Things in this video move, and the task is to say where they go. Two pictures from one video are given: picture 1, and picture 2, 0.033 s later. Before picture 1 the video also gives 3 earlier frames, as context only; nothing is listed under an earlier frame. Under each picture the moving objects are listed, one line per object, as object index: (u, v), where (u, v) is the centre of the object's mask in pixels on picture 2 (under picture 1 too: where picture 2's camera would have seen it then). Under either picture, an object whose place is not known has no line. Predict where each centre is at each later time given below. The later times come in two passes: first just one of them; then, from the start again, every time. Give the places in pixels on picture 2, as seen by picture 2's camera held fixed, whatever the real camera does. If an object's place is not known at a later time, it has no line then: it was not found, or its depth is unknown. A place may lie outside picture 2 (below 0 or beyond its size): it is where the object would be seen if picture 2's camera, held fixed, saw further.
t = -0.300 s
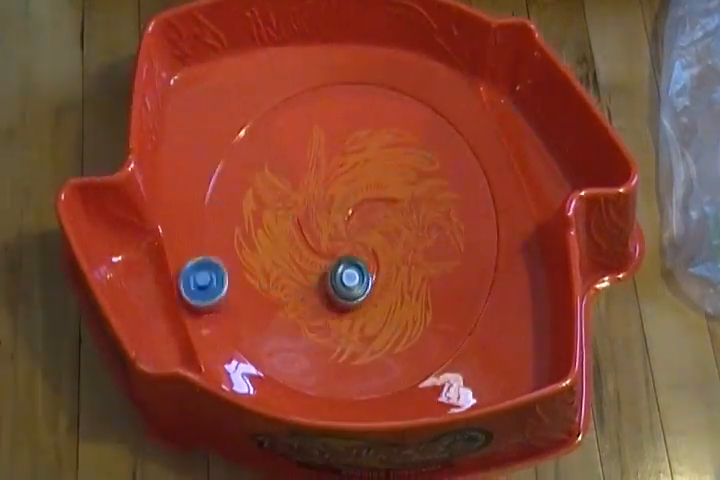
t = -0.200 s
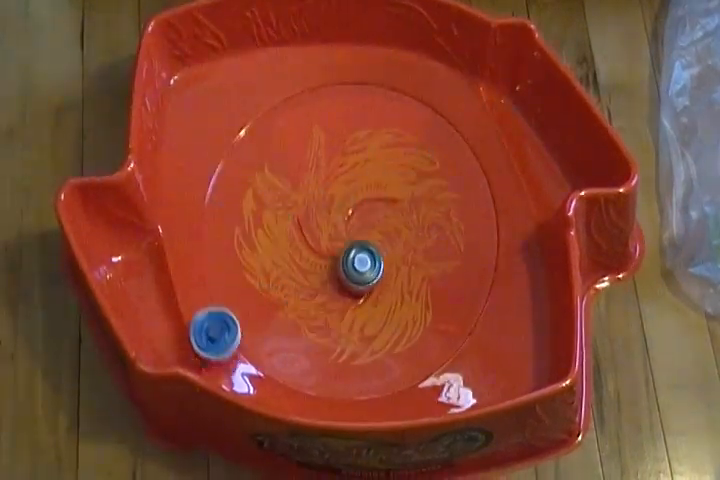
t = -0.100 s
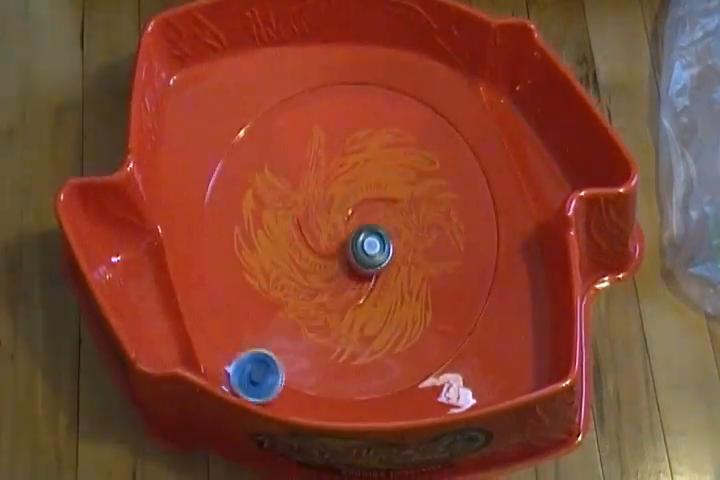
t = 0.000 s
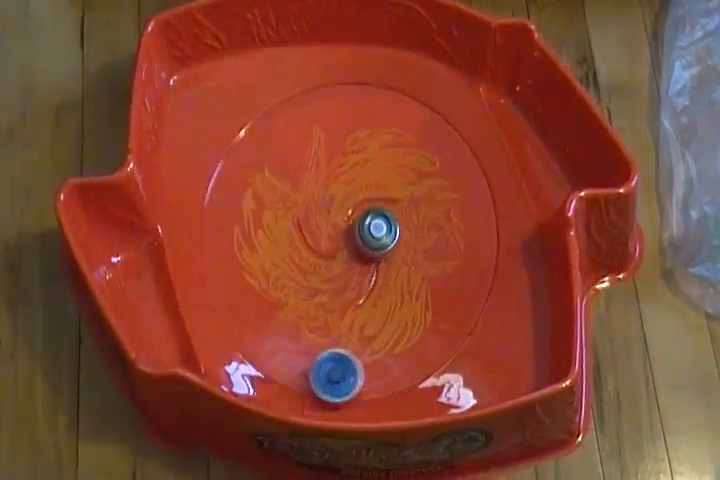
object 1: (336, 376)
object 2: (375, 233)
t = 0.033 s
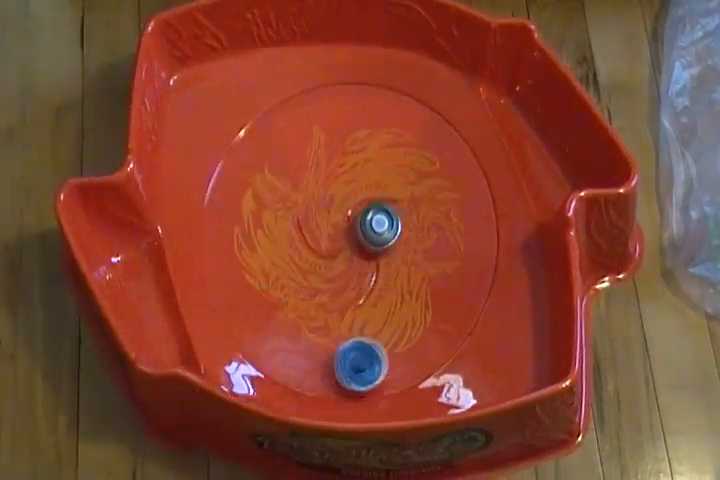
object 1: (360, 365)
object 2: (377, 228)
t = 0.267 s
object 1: (453, 223)
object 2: (362, 156)
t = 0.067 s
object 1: (382, 348)
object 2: (379, 223)
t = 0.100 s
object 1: (399, 326)
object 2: (381, 219)
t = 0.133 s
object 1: (412, 302)
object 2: (383, 214)
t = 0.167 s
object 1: (420, 276)
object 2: (384, 210)
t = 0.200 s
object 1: (424, 248)
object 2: (386, 206)
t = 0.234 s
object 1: (432, 228)
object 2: (381, 193)
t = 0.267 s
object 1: (453, 223)
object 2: (362, 156)
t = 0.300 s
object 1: (474, 223)
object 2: (341, 129)
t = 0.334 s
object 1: (492, 224)
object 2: (321, 108)
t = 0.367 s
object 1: (501, 221)
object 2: (304, 88)
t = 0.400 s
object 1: (505, 220)
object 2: (287, 68)
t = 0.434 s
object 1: (504, 217)
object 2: (270, 59)
